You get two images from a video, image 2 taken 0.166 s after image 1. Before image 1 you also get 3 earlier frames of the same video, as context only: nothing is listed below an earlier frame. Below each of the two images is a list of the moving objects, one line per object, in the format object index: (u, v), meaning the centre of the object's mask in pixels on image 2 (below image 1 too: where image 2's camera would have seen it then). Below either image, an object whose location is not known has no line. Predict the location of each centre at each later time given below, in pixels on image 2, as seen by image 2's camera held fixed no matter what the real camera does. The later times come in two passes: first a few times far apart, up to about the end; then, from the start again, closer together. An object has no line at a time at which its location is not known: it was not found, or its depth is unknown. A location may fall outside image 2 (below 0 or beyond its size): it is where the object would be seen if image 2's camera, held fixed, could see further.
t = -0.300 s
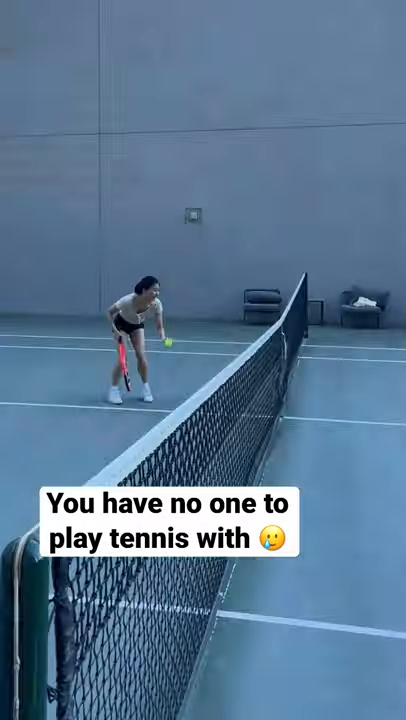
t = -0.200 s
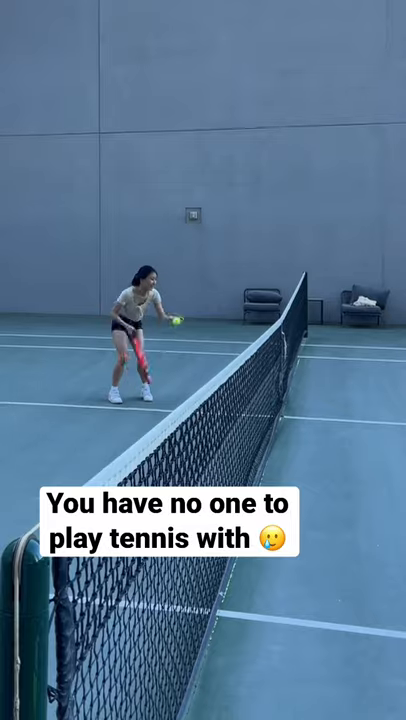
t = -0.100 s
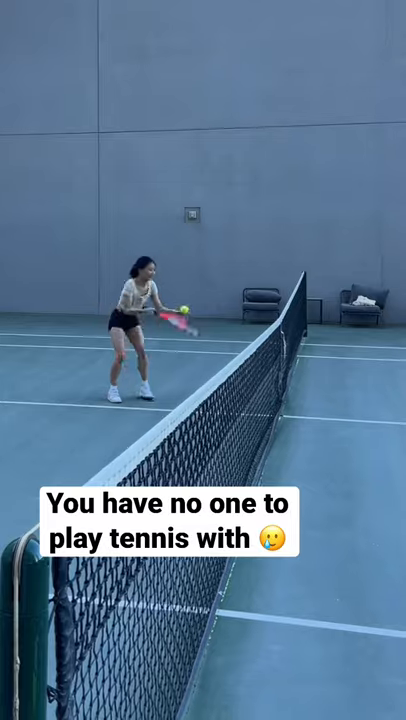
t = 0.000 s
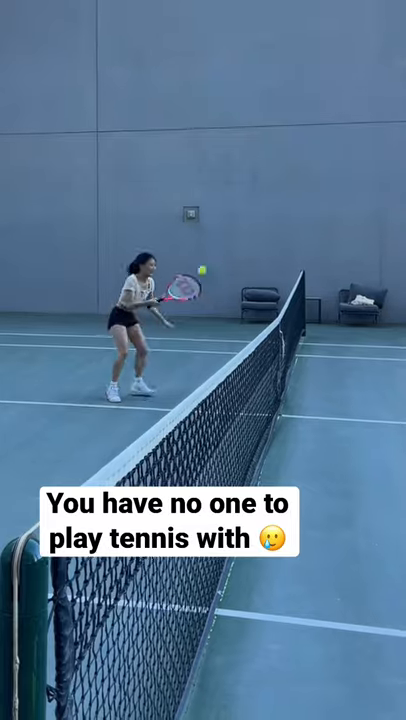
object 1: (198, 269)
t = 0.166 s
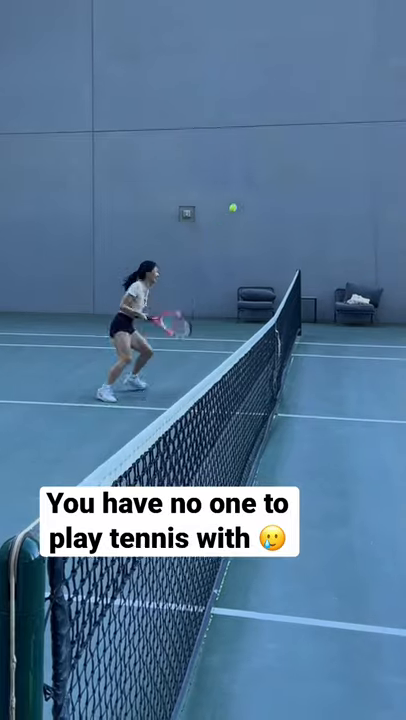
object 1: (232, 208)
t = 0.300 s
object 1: (257, 183)
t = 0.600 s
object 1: (308, 185)
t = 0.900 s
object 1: (349, 260)
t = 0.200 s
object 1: (239, 199)
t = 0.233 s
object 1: (246, 192)
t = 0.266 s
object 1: (252, 187)
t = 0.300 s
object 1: (257, 183)
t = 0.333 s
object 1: (264, 178)
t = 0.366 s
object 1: (269, 175)
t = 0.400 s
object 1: (276, 173)
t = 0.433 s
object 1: (282, 173)
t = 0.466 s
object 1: (287, 173)
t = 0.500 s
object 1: (293, 175)
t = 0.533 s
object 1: (298, 178)
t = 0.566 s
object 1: (303, 181)
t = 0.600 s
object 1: (308, 185)
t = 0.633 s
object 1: (314, 189)
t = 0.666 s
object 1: (318, 196)
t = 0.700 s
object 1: (323, 203)
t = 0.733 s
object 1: (328, 211)
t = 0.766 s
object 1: (332, 219)
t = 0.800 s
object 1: (336, 229)
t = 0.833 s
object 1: (340, 239)
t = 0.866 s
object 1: (345, 249)
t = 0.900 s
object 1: (349, 260)
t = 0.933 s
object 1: (352, 272)
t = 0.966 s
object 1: (356, 284)
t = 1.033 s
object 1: (363, 312)
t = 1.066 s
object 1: (367, 327)
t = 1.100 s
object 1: (371, 342)
